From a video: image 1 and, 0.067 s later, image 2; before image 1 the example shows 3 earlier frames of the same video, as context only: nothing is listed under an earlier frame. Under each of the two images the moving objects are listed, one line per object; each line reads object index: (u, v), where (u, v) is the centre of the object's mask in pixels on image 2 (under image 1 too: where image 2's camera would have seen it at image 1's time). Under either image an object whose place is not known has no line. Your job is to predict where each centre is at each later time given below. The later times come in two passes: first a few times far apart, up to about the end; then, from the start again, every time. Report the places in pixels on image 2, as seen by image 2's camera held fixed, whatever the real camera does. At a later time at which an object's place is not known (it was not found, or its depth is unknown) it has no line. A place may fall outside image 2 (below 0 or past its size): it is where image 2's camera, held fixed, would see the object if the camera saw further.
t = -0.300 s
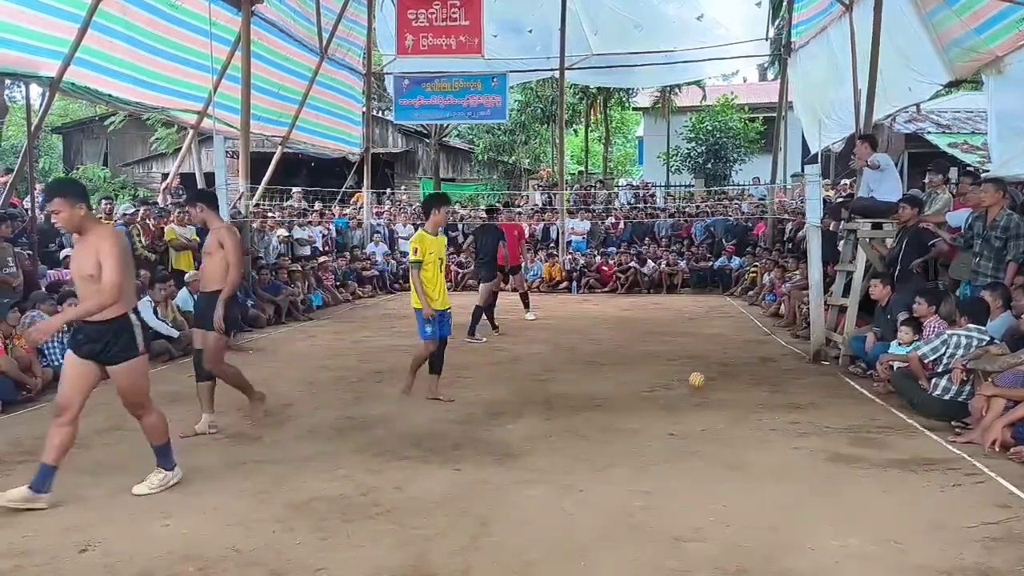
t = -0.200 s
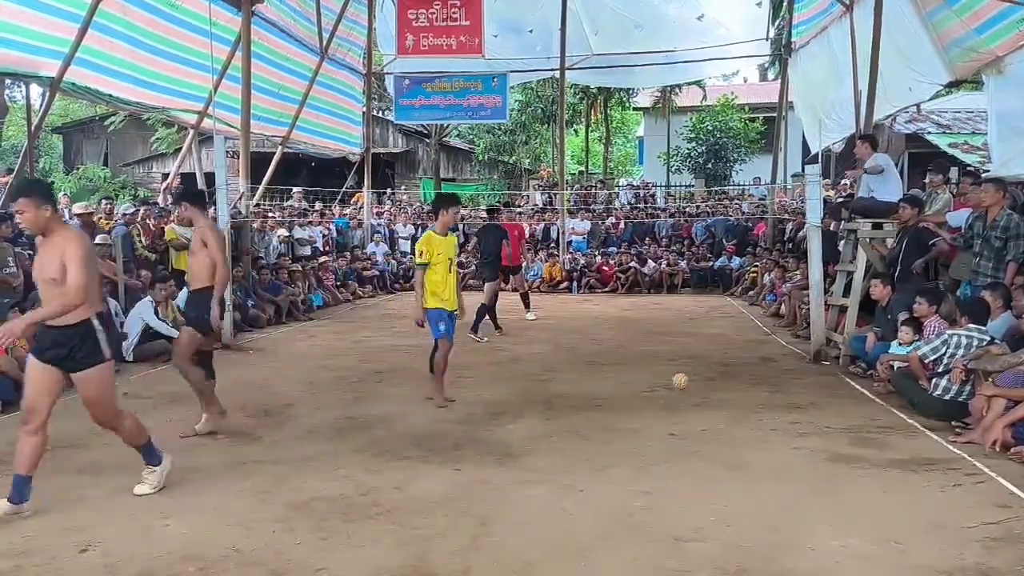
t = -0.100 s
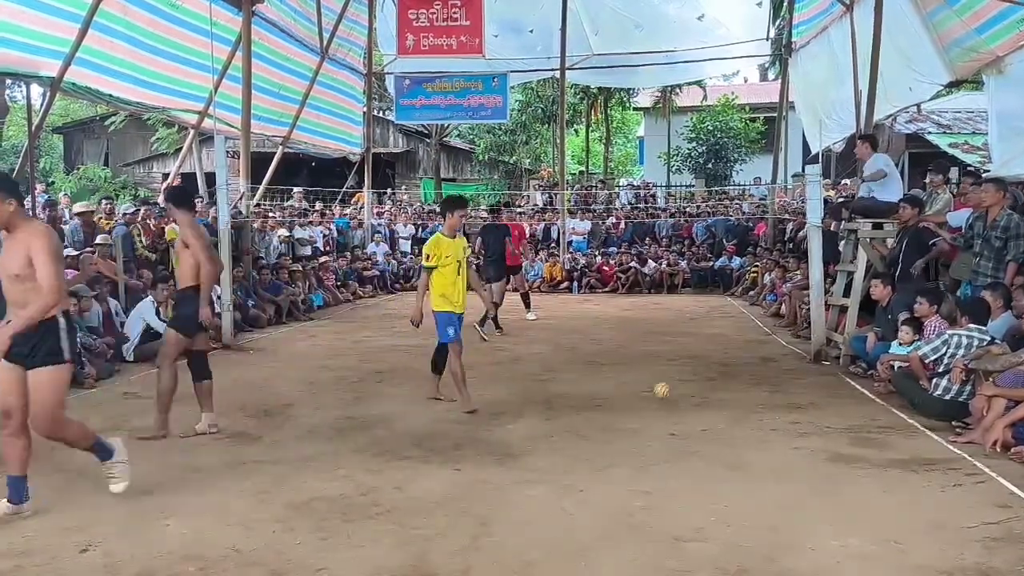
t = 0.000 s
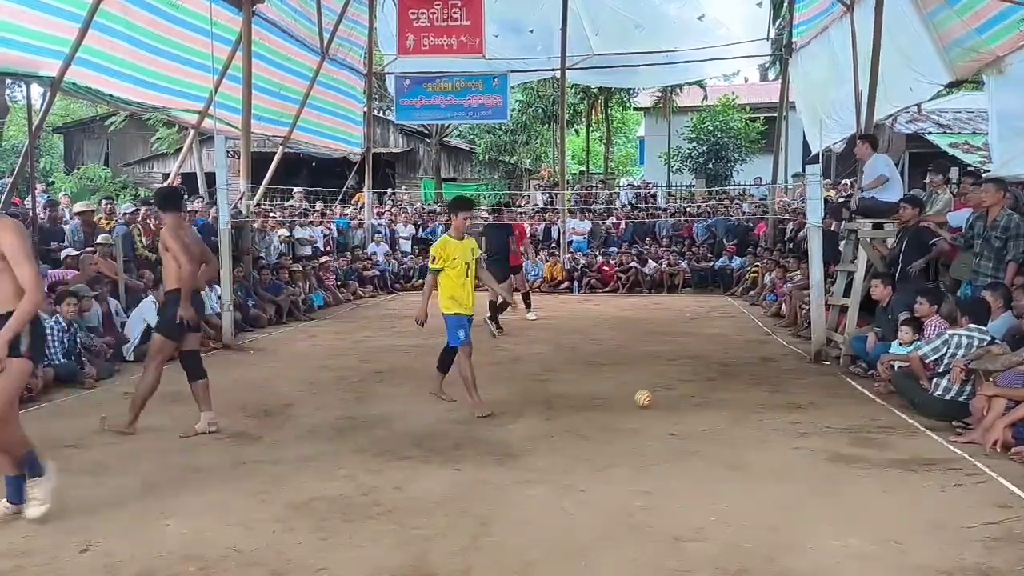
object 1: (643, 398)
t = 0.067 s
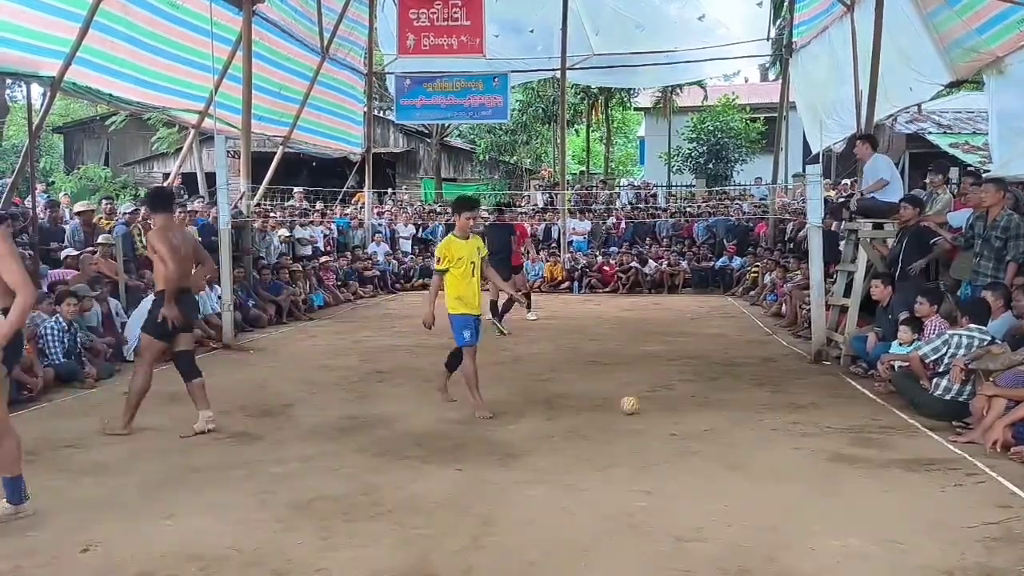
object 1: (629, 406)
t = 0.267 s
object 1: (582, 418)
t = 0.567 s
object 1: (501, 447)
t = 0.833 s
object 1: (415, 468)
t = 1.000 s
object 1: (349, 493)
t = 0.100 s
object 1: (622, 407)
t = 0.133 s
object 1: (613, 410)
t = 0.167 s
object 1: (606, 412)
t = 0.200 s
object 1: (599, 415)
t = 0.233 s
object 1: (591, 418)
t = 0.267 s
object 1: (582, 418)
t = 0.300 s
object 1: (573, 421)
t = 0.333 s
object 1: (566, 425)
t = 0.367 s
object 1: (557, 428)
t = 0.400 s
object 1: (548, 430)
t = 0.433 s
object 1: (541, 433)
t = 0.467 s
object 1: (531, 438)
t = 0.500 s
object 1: (522, 441)
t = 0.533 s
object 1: (511, 445)
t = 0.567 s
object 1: (501, 447)
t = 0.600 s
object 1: (491, 450)
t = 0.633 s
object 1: (480, 454)
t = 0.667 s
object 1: (469, 457)
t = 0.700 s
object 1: (458, 460)
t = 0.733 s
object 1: (448, 459)
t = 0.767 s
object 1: (437, 460)
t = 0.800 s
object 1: (425, 463)
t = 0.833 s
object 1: (415, 468)
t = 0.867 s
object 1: (402, 476)
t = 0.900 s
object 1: (390, 480)
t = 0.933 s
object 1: (377, 486)
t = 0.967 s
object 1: (364, 489)
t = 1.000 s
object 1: (349, 493)
